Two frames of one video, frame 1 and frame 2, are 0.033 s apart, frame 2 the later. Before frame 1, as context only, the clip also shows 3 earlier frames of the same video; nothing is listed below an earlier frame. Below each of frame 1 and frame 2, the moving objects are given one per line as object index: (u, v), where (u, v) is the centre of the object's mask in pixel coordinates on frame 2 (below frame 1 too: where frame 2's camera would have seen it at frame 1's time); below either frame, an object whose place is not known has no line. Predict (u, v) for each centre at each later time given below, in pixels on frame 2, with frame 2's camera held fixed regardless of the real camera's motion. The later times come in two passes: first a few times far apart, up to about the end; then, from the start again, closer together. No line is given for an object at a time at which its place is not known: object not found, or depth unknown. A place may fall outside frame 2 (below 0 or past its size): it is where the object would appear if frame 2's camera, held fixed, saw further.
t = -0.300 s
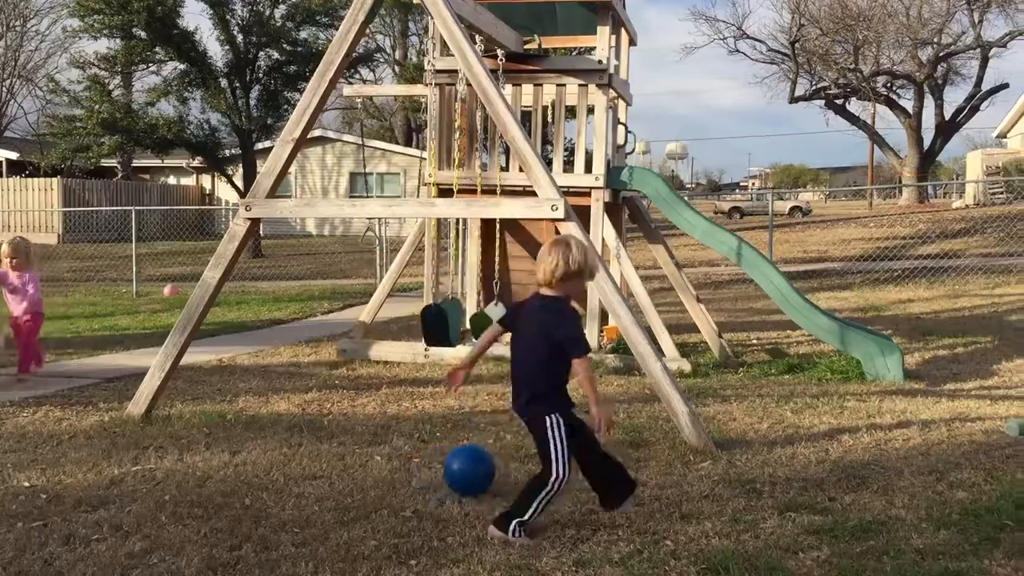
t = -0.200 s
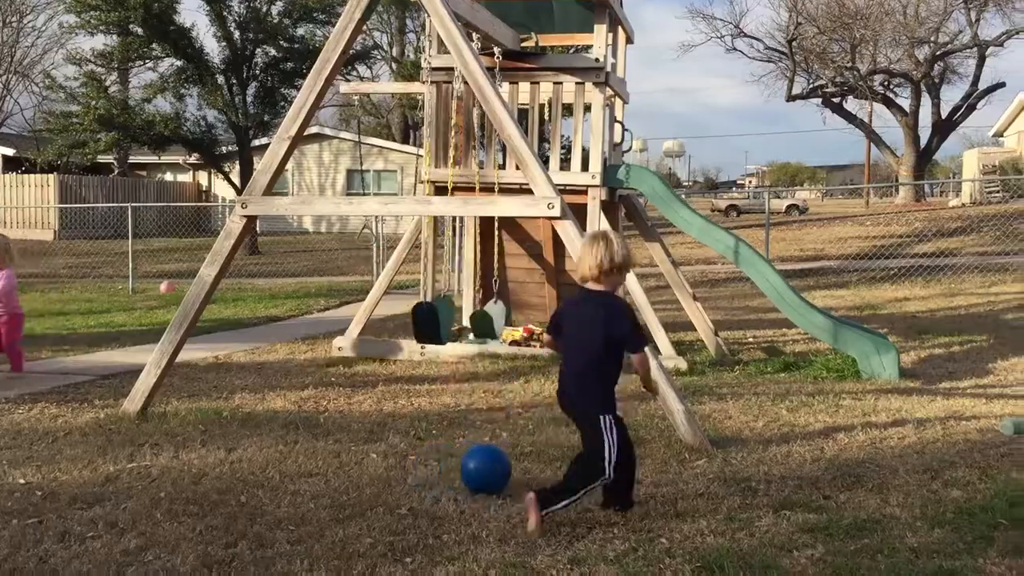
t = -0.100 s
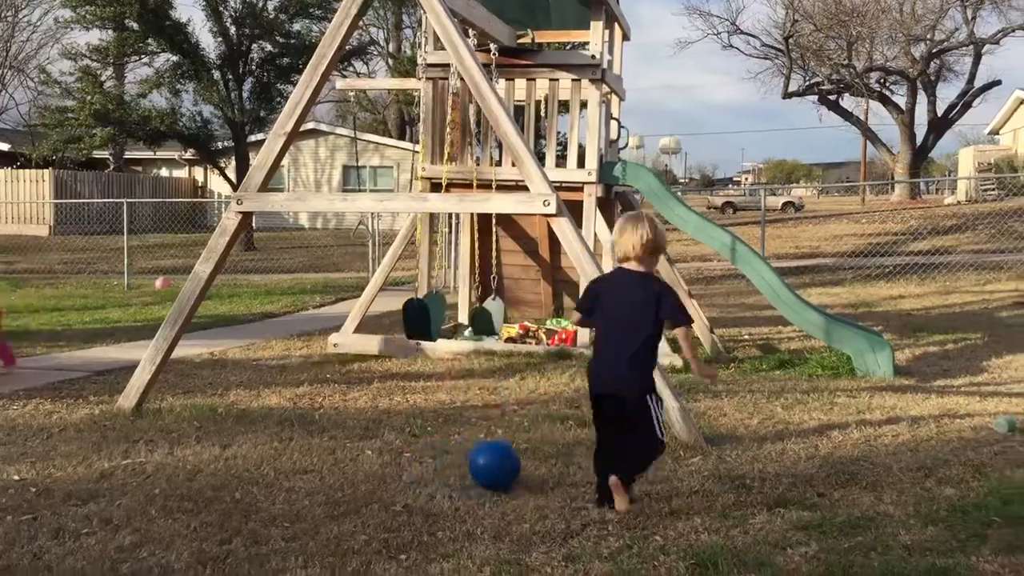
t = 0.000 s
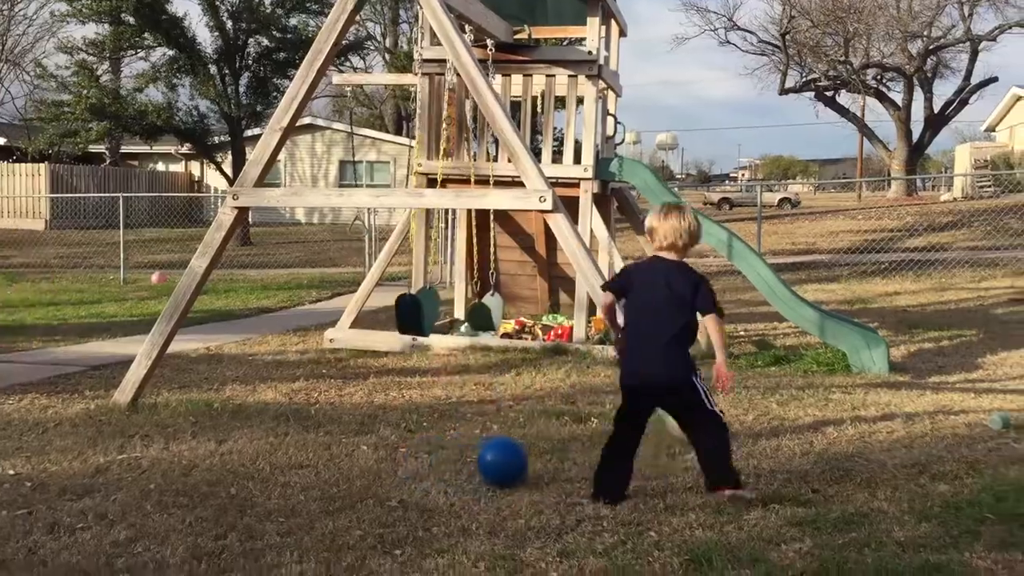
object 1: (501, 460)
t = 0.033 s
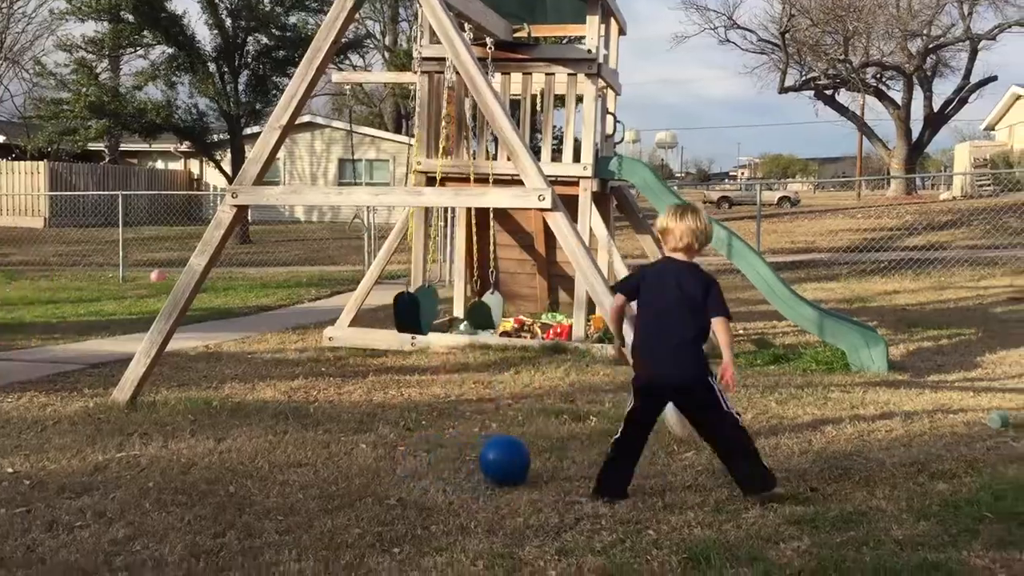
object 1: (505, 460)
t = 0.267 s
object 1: (518, 461)
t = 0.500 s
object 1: (524, 464)
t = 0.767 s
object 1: (527, 468)
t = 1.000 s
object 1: (529, 468)
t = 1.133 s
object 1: (529, 468)
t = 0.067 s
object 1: (508, 460)
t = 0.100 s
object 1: (510, 460)
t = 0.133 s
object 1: (512, 460)
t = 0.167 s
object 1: (514, 460)
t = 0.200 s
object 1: (516, 461)
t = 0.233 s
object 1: (517, 461)
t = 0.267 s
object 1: (518, 461)
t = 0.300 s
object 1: (518, 461)
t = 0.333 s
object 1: (520, 462)
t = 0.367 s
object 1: (521, 462)
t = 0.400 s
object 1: (521, 463)
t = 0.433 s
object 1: (522, 463)
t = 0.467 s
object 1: (523, 464)
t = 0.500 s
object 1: (524, 464)
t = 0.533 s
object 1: (524, 465)
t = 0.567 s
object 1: (525, 467)
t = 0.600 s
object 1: (526, 467)
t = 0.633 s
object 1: (526, 467)
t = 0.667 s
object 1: (527, 467)
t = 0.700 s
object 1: (527, 468)
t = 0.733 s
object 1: (527, 468)
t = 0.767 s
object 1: (527, 468)
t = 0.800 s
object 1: (528, 468)
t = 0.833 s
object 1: (528, 468)
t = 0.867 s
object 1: (529, 468)
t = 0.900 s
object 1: (529, 468)
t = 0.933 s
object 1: (529, 468)
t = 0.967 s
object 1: (529, 468)
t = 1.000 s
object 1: (529, 468)
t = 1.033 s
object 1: (529, 468)
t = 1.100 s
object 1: (529, 468)
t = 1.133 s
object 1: (529, 468)
